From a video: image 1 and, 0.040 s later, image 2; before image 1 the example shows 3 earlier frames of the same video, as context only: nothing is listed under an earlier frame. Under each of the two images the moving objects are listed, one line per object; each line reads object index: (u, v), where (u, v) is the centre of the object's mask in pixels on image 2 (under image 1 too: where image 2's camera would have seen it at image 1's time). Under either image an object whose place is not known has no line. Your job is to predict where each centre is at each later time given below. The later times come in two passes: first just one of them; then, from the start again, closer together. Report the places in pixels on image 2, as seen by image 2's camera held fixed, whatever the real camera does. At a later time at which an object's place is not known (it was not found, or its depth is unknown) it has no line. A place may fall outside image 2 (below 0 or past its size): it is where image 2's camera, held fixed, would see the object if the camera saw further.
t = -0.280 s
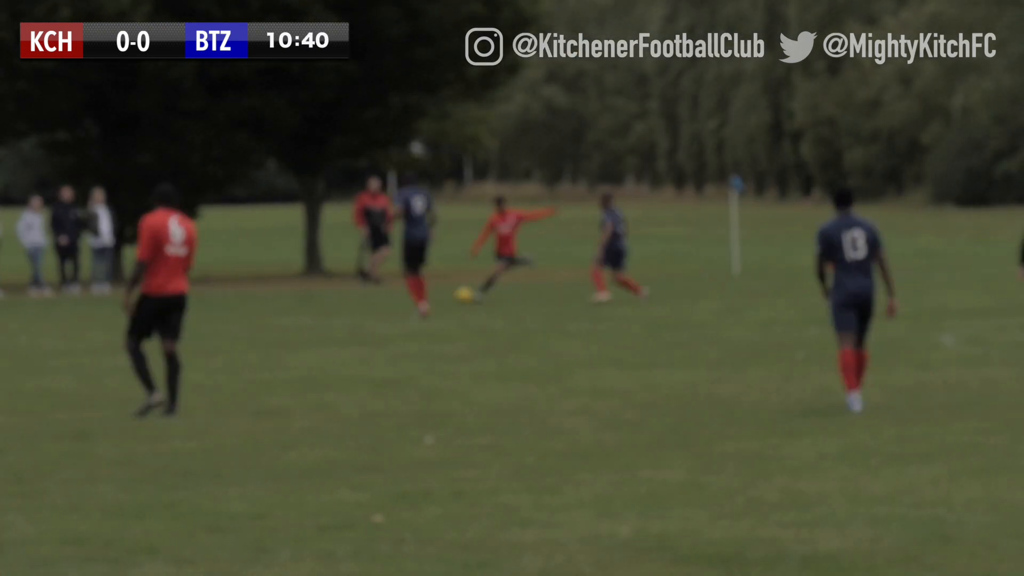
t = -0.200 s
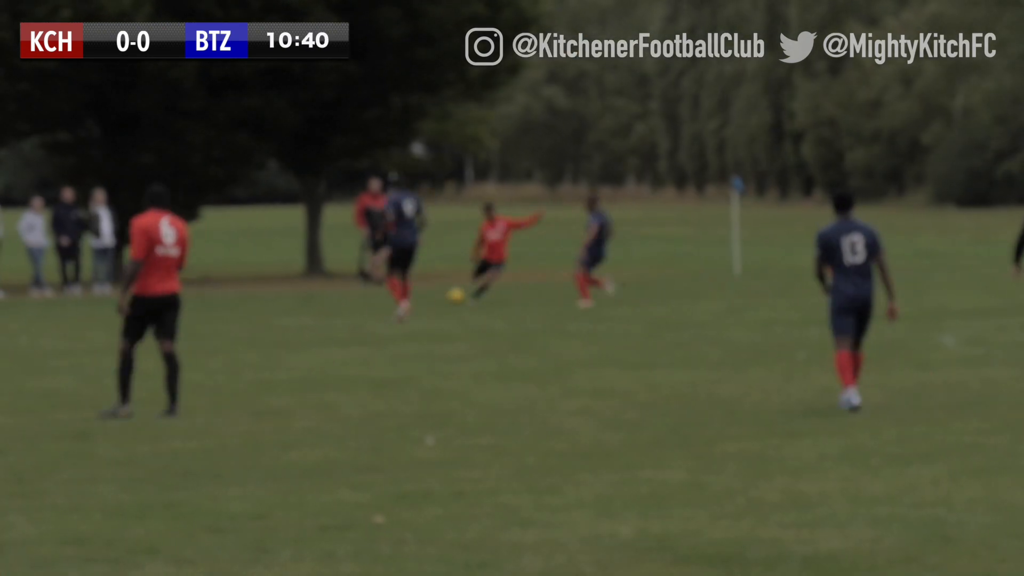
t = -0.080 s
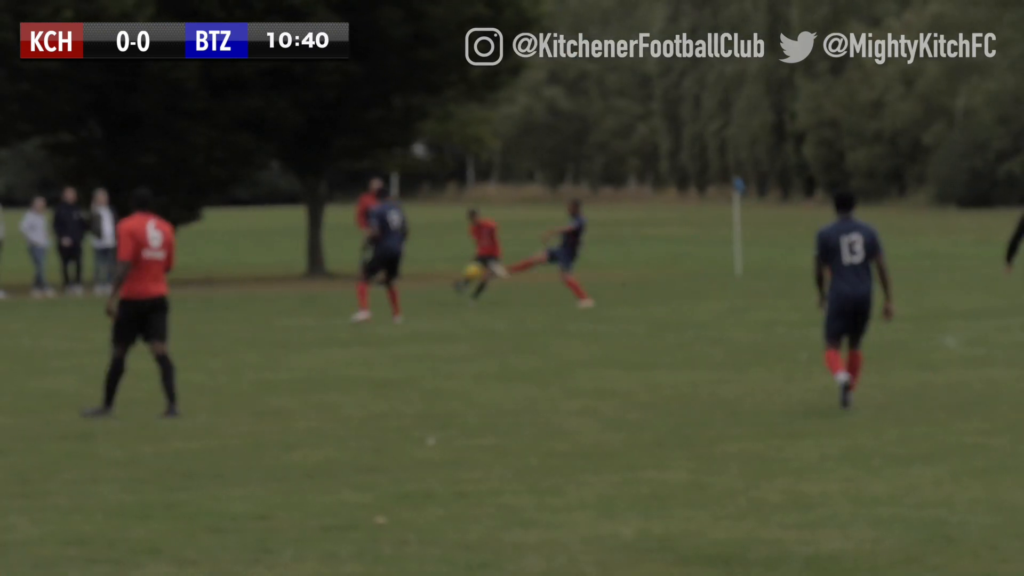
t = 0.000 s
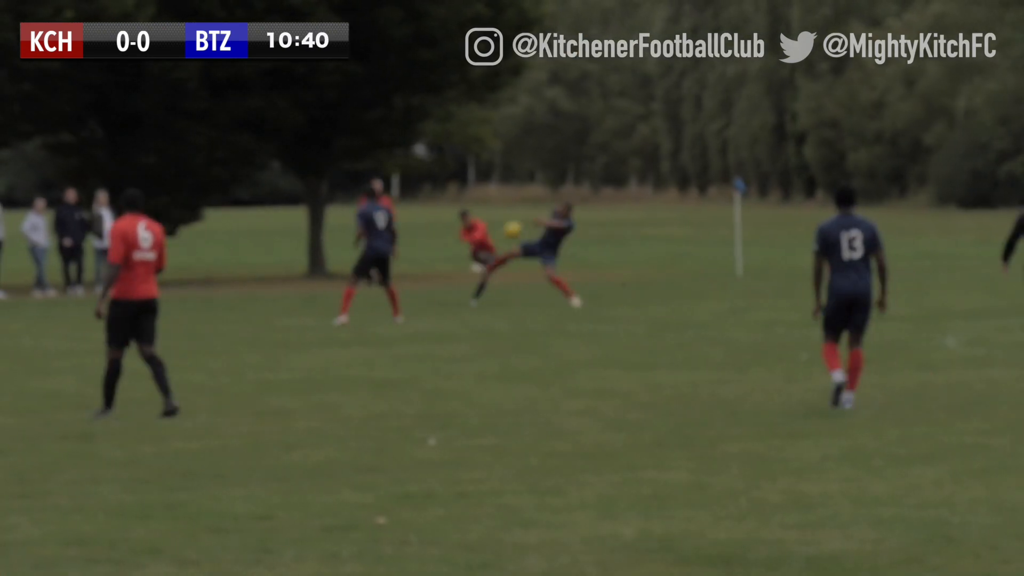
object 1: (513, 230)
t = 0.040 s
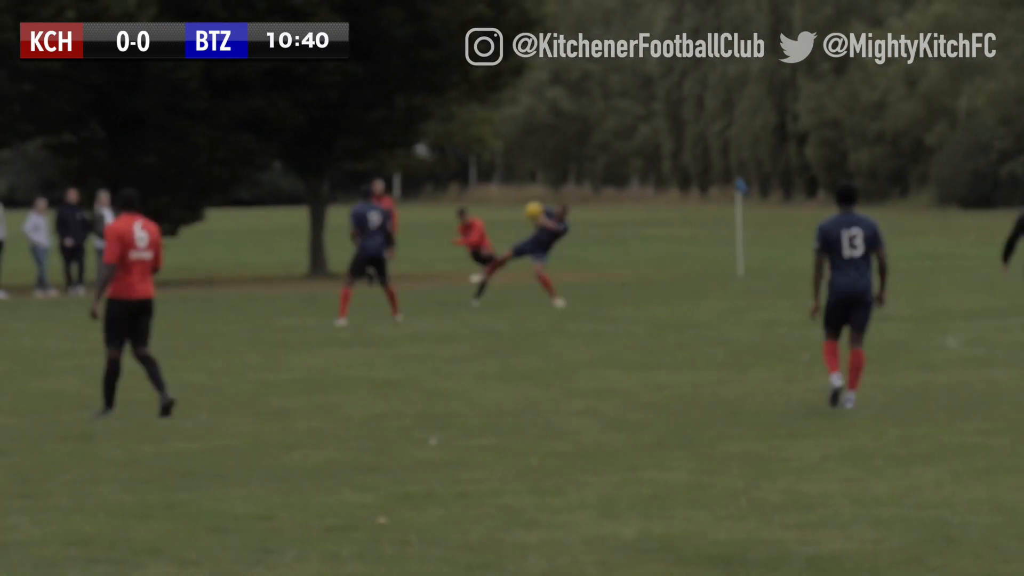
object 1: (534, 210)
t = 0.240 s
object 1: (646, 124)
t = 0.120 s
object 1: (575, 173)
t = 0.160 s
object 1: (597, 155)
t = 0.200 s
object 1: (620, 139)
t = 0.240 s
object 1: (646, 124)
